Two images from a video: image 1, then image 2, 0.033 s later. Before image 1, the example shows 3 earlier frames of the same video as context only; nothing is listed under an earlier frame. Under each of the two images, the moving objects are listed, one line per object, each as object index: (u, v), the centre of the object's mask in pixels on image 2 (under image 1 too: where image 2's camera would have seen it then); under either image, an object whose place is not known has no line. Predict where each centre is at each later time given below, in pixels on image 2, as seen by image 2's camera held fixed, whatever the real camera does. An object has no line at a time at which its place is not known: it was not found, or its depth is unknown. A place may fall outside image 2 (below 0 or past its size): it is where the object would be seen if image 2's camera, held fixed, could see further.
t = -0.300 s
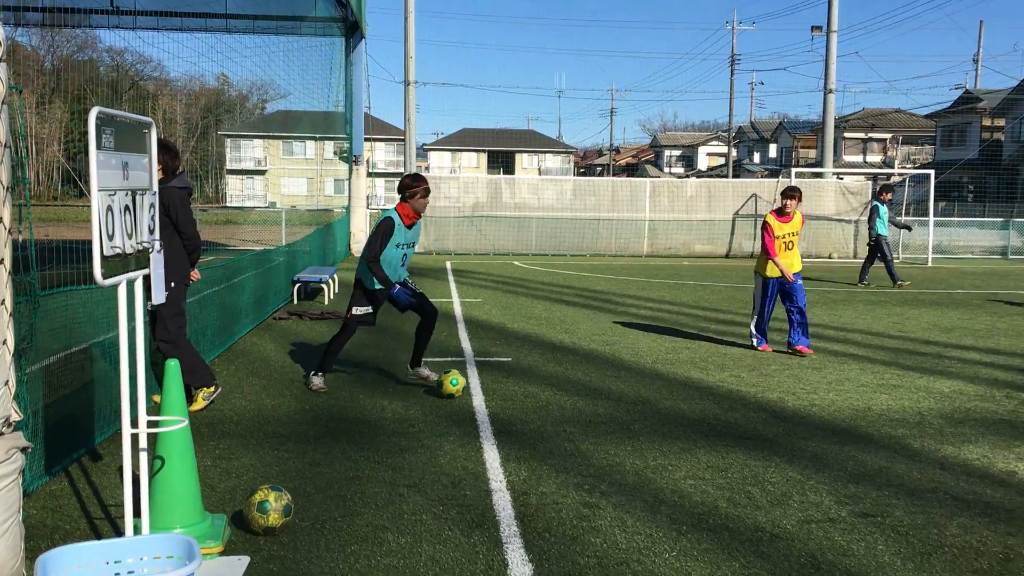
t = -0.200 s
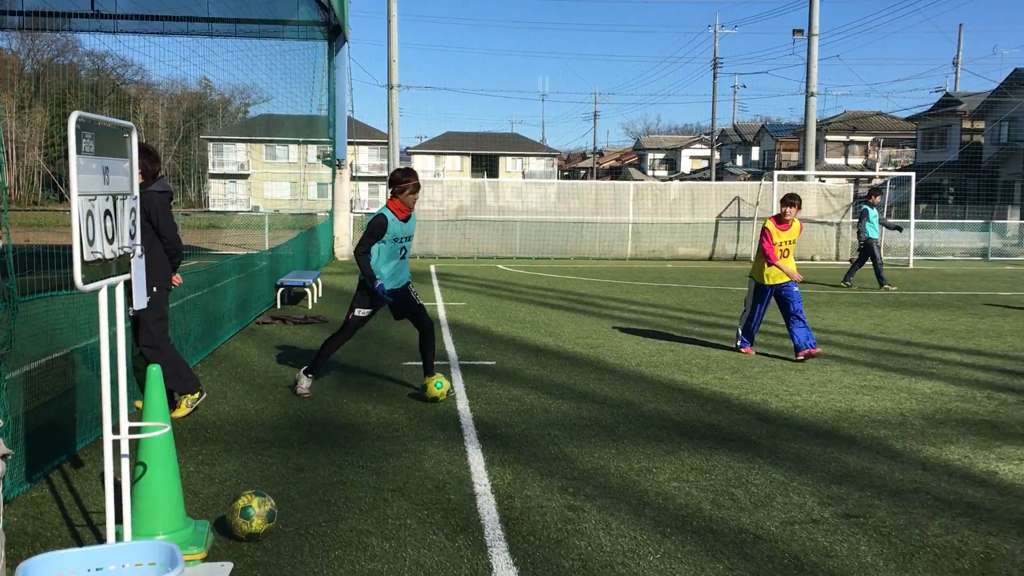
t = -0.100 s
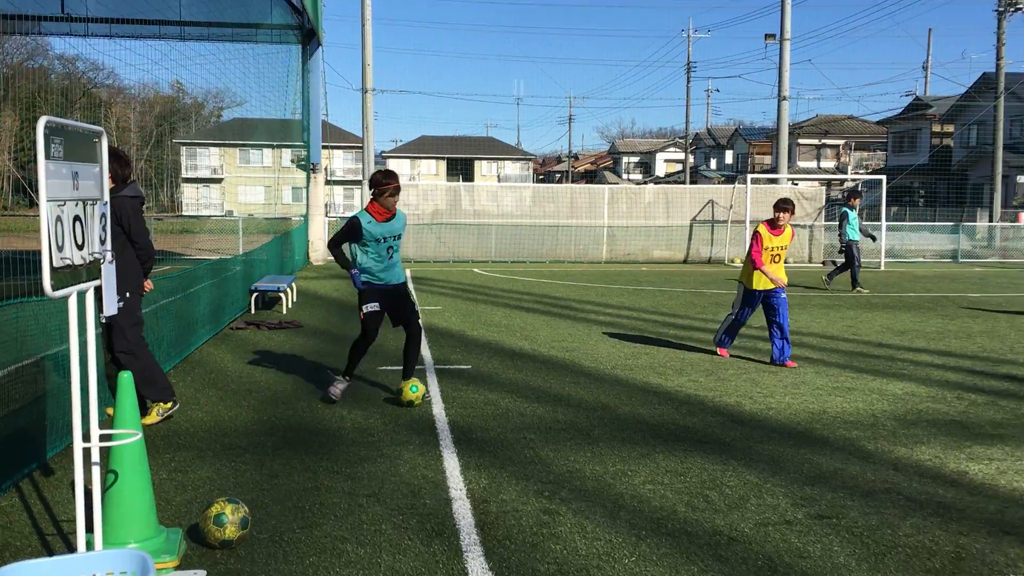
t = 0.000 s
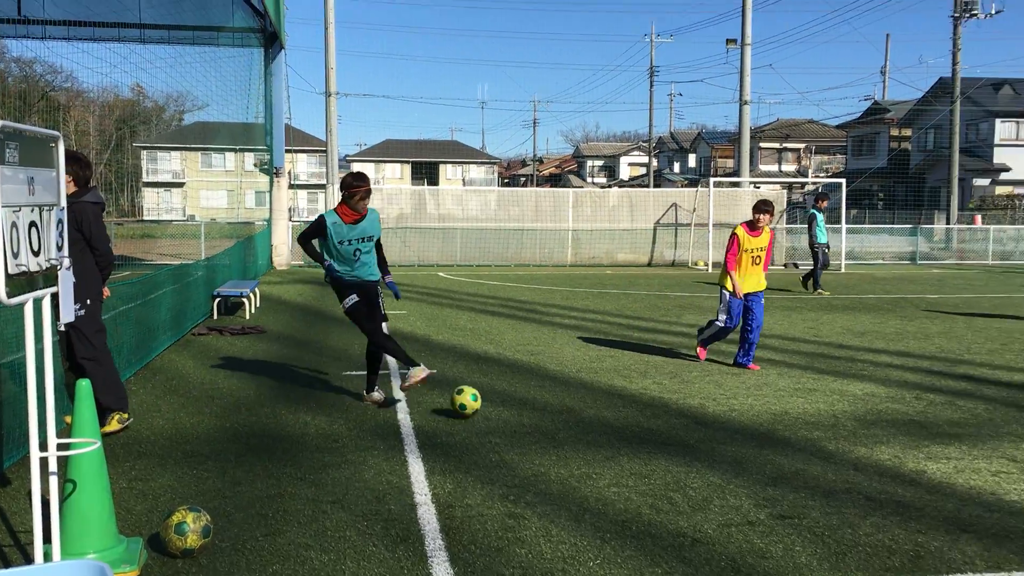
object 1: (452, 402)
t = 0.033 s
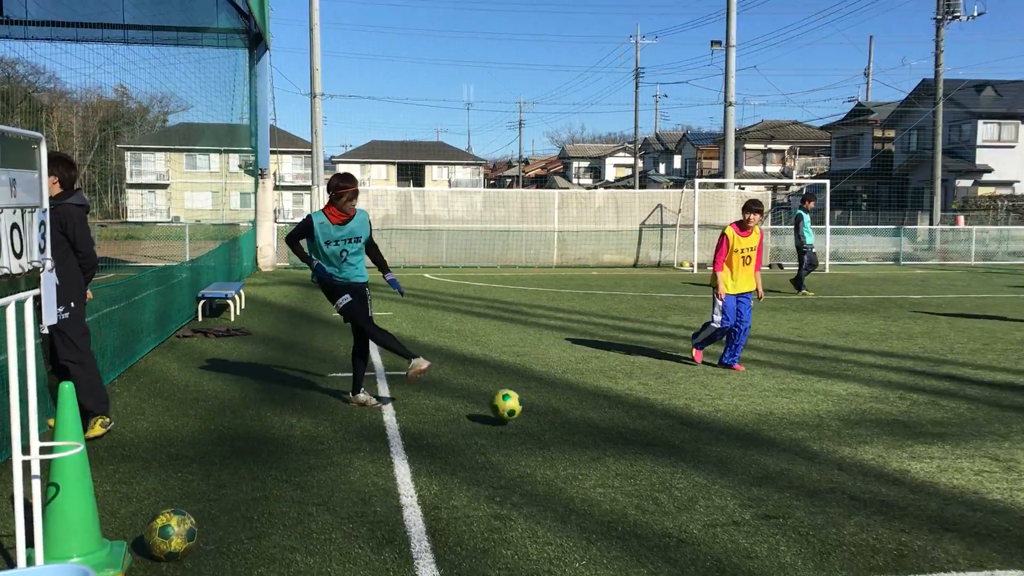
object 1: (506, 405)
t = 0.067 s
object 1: (562, 410)
